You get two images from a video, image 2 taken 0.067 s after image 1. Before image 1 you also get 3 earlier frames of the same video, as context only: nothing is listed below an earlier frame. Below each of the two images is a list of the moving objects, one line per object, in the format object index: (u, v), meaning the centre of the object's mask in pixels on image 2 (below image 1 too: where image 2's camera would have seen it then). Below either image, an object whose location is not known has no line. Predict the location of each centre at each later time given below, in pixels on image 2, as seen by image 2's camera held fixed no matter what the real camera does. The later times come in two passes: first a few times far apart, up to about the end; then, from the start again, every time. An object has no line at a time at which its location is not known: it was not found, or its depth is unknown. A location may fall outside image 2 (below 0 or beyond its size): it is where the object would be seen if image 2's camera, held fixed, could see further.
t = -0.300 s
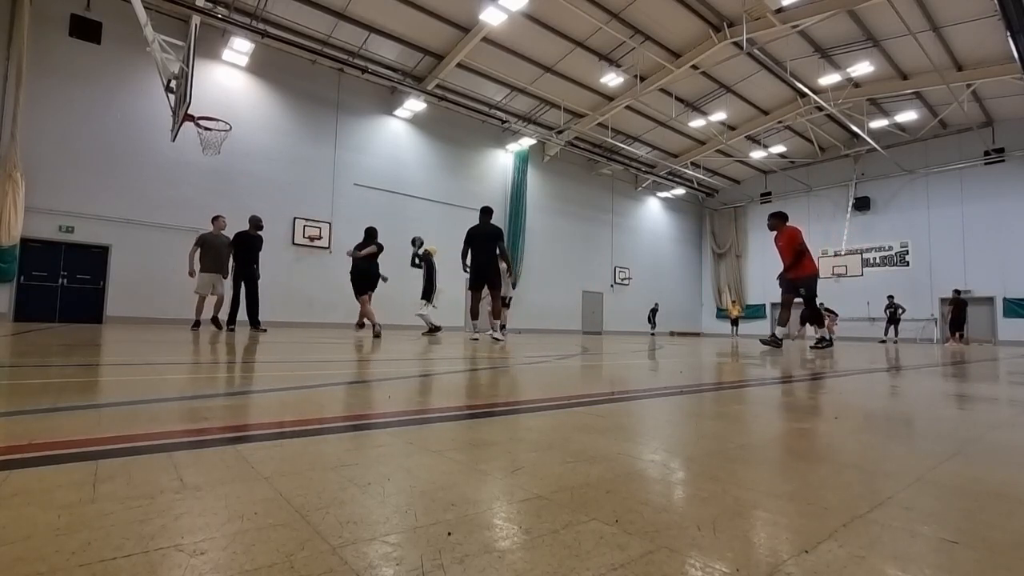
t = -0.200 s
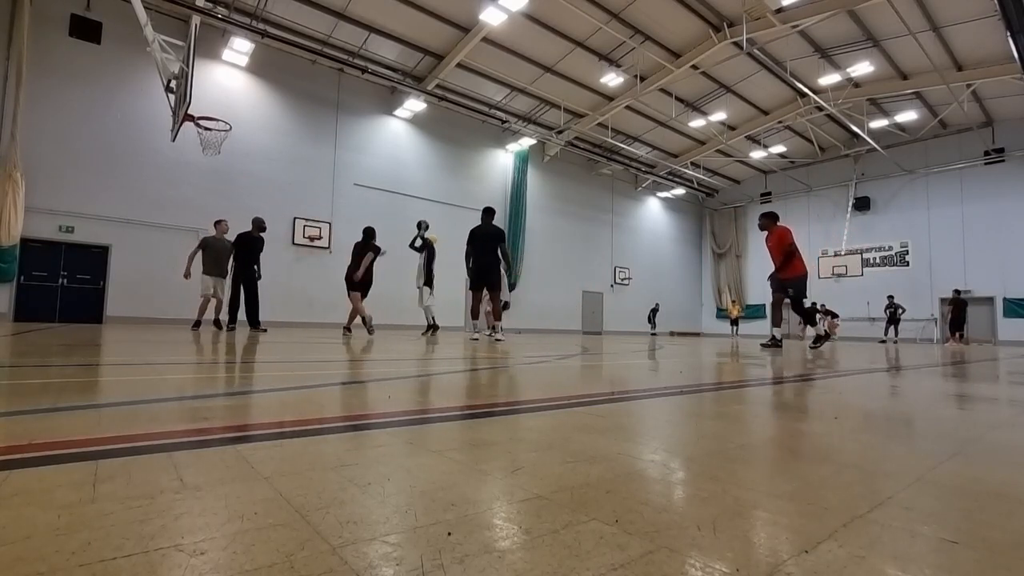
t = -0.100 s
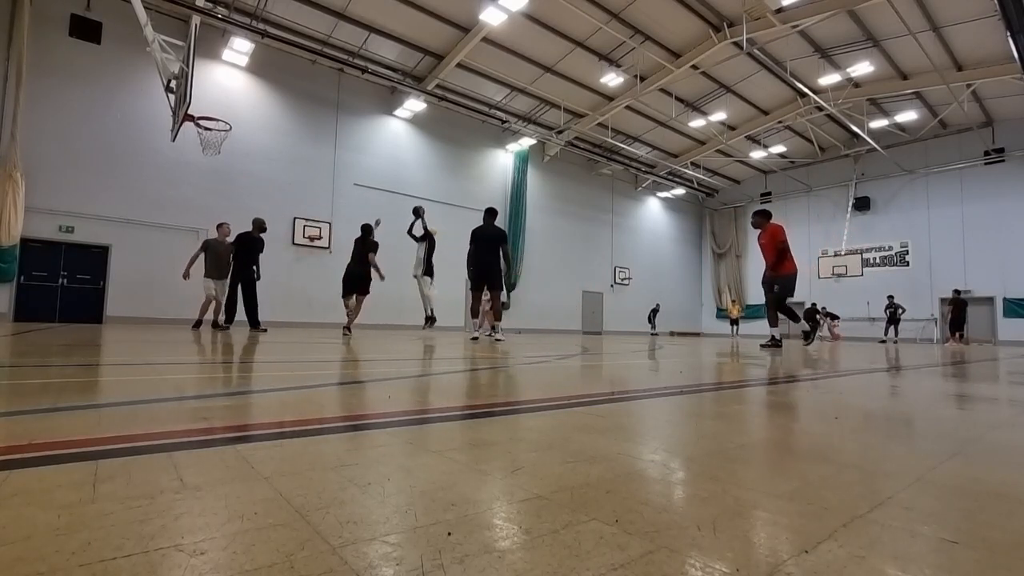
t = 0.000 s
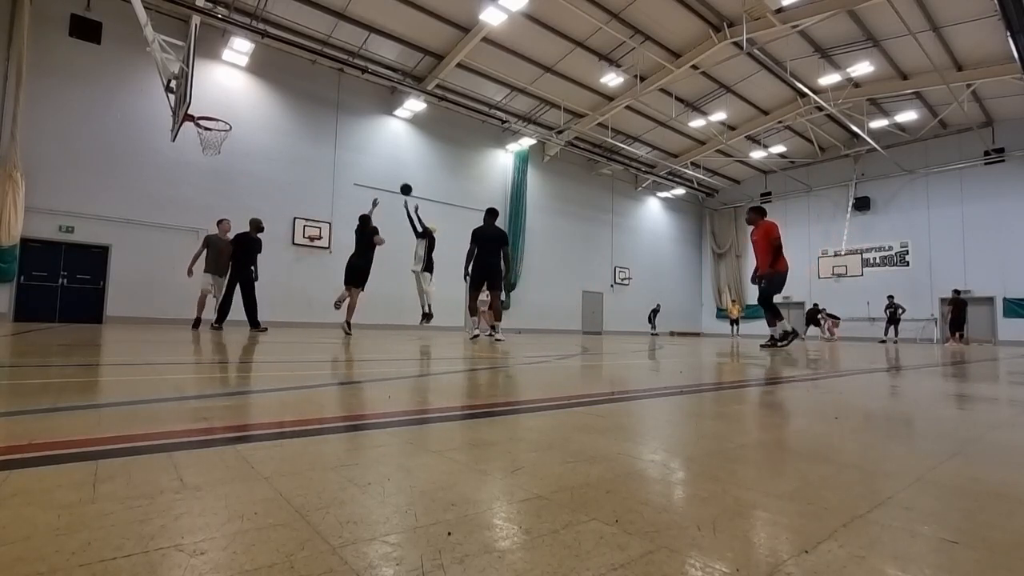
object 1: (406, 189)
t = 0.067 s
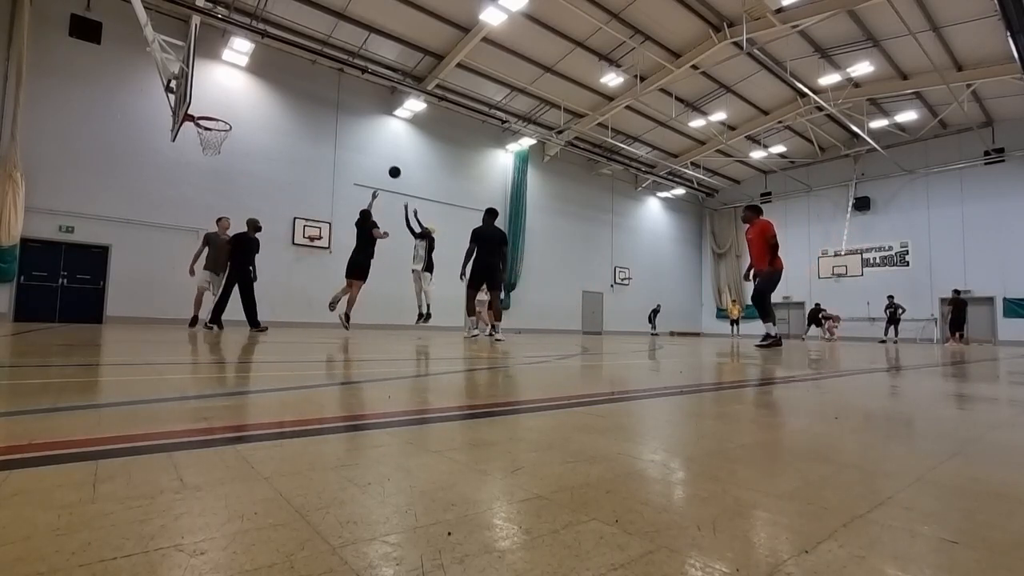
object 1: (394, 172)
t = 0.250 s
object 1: (360, 134)
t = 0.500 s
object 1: (308, 107)
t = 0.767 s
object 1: (240, 116)
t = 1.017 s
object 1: (200, 108)
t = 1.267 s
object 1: (197, 96)
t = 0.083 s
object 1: (391, 168)
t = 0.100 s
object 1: (388, 164)
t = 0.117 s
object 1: (385, 160)
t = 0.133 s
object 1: (382, 156)
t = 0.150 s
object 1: (379, 153)
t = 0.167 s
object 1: (376, 149)
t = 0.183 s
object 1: (373, 146)
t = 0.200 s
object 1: (370, 143)
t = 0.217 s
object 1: (367, 140)
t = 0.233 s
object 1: (364, 136)
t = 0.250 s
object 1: (360, 134)
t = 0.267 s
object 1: (357, 131)
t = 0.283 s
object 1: (354, 128)
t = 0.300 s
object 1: (351, 126)
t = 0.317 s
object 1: (347, 124)
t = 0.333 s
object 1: (344, 122)
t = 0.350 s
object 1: (340, 120)
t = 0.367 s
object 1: (337, 118)
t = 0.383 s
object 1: (333, 116)
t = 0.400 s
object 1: (330, 114)
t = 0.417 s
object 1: (326, 113)
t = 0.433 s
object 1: (323, 111)
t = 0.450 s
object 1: (319, 110)
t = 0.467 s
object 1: (315, 109)
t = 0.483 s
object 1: (311, 108)
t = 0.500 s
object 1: (308, 107)
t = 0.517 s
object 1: (304, 106)
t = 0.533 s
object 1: (300, 106)
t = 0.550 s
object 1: (296, 105)
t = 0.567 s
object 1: (292, 105)
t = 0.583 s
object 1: (288, 105)
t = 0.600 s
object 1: (284, 105)
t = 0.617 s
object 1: (280, 105)
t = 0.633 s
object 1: (276, 106)
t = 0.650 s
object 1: (272, 106)
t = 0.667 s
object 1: (267, 107)
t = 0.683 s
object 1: (263, 108)
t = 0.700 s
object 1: (259, 109)
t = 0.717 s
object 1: (254, 111)
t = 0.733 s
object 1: (250, 112)
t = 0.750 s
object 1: (245, 114)
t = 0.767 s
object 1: (240, 116)
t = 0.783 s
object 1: (236, 118)
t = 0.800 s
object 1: (231, 119)
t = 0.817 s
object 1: (227, 121)
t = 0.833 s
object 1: (225, 120)
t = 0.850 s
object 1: (222, 119)
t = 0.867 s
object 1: (219, 118)
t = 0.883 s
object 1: (216, 117)
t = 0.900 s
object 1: (213, 116)
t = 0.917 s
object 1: (210, 116)
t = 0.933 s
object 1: (207, 115)
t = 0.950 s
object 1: (204, 115)
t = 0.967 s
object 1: (201, 115)
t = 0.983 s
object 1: (201, 113)
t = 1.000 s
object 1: (200, 110)
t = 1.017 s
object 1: (200, 108)
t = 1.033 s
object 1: (200, 106)
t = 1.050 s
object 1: (199, 104)
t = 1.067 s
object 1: (199, 102)
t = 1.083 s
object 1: (199, 101)
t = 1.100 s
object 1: (199, 100)
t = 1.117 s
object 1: (199, 98)
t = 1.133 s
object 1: (198, 97)
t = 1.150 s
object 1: (198, 97)
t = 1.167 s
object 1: (198, 96)
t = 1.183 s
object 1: (198, 95)
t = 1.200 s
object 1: (198, 95)
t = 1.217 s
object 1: (197, 95)
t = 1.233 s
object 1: (197, 95)
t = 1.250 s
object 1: (197, 96)
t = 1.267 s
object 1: (197, 96)
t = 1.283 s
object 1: (197, 97)
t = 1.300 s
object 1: (197, 97)
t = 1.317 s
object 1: (197, 97)
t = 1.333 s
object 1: (197, 98)
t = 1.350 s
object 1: (197, 99)
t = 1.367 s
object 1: (198, 100)
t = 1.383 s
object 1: (198, 101)
